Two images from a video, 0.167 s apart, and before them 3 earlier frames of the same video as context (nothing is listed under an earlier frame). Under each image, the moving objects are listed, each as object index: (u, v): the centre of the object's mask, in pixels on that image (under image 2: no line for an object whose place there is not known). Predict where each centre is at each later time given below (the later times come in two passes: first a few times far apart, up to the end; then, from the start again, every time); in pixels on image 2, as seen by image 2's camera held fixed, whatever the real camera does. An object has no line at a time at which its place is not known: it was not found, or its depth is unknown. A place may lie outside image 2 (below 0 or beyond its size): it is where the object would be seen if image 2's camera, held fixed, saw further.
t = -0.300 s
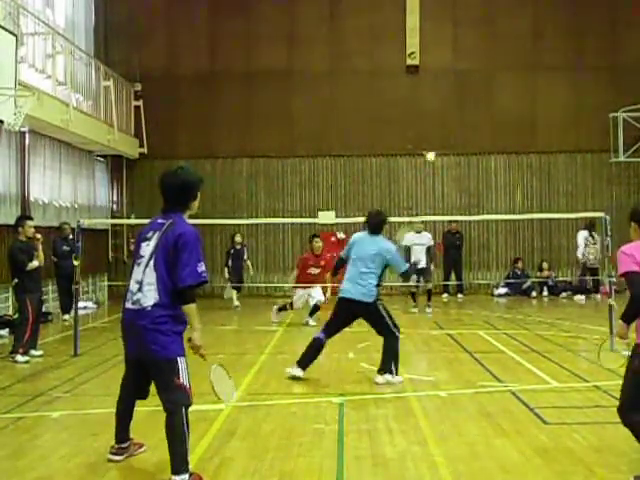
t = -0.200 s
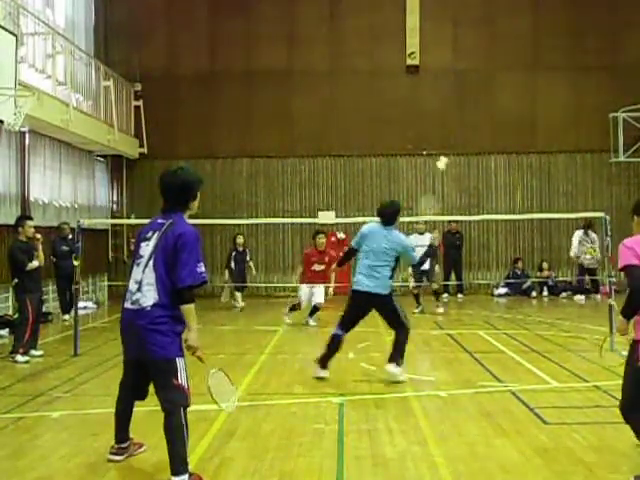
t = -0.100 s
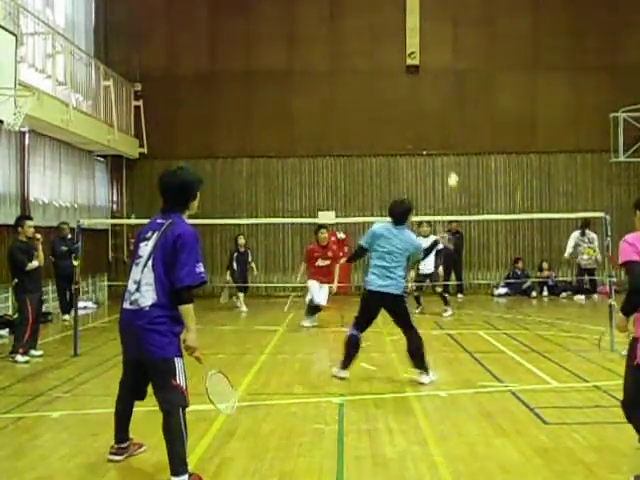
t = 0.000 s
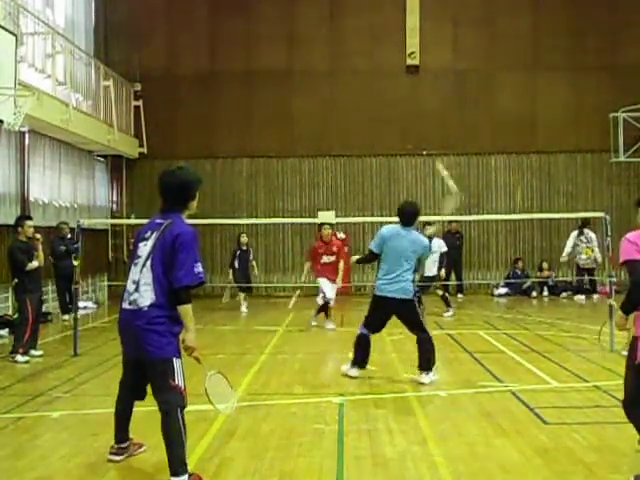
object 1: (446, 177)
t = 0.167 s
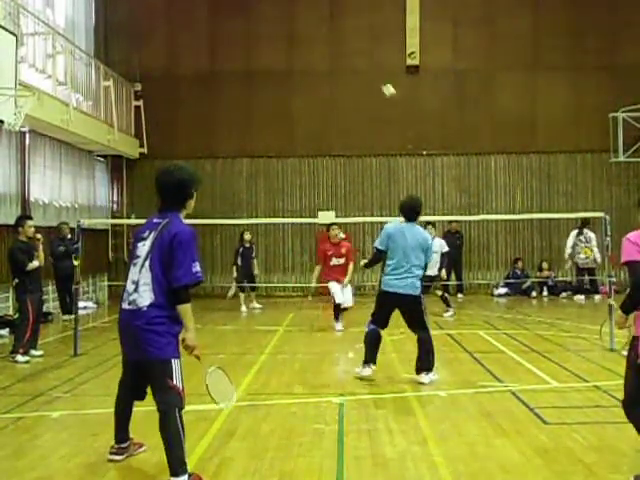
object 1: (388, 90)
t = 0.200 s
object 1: (382, 82)
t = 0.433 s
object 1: (355, 67)
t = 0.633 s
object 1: (340, 82)
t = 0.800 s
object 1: (331, 107)
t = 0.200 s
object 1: (382, 82)
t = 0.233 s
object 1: (378, 77)
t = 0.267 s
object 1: (373, 71)
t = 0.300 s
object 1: (369, 68)
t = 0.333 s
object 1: (365, 66)
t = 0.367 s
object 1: (361, 65)
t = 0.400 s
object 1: (358, 65)
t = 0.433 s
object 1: (355, 67)
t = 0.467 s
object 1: (352, 68)
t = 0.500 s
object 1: (350, 70)
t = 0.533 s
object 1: (347, 72)
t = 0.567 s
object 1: (345, 75)
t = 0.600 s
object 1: (343, 77)
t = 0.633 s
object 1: (340, 82)
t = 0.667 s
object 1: (338, 85)
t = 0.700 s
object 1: (336, 90)
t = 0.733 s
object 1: (334, 95)
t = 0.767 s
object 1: (333, 101)
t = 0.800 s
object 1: (331, 107)
